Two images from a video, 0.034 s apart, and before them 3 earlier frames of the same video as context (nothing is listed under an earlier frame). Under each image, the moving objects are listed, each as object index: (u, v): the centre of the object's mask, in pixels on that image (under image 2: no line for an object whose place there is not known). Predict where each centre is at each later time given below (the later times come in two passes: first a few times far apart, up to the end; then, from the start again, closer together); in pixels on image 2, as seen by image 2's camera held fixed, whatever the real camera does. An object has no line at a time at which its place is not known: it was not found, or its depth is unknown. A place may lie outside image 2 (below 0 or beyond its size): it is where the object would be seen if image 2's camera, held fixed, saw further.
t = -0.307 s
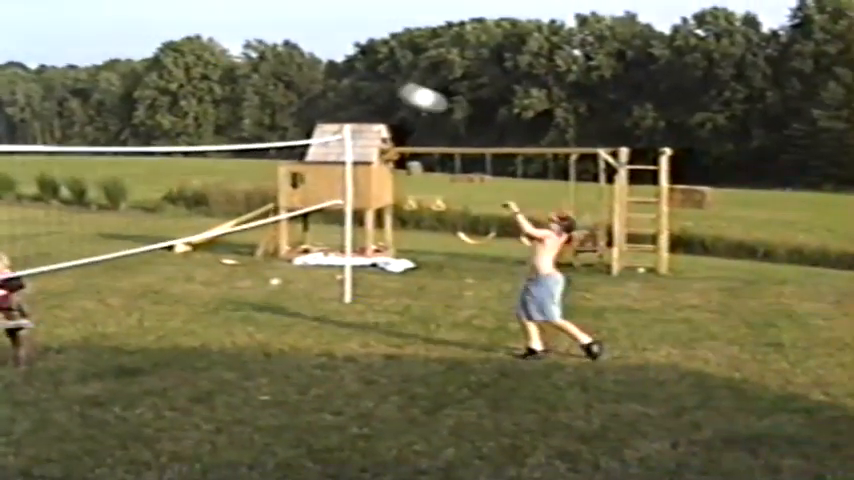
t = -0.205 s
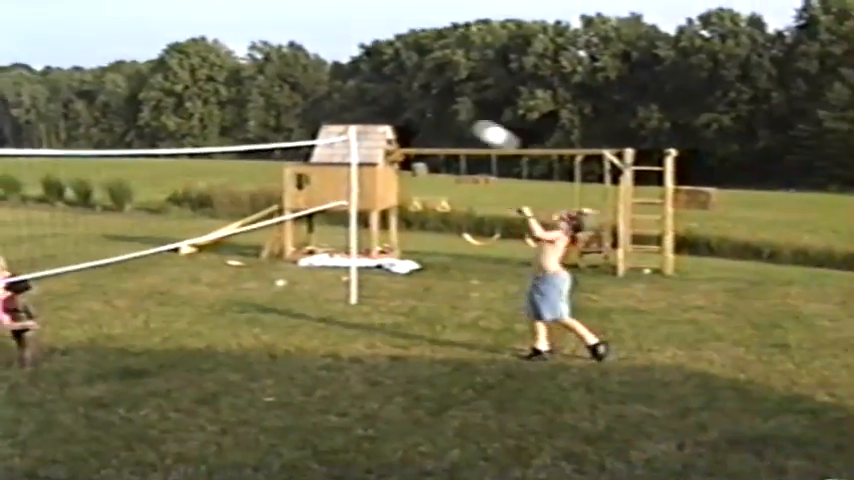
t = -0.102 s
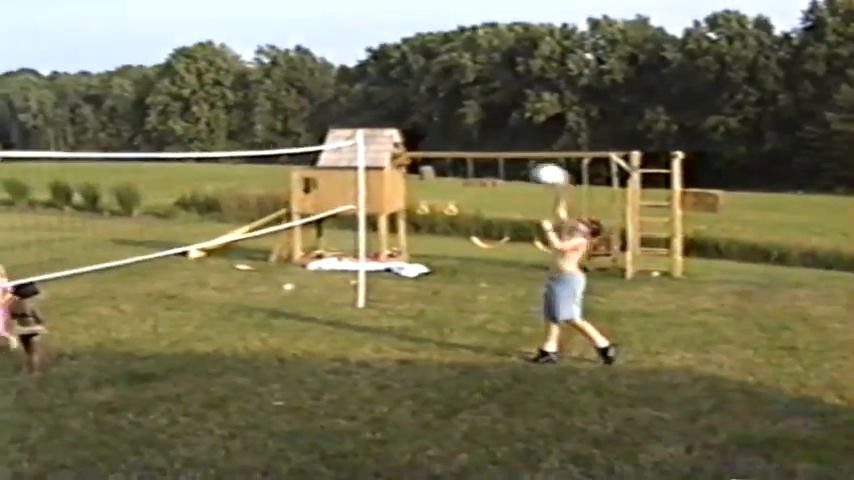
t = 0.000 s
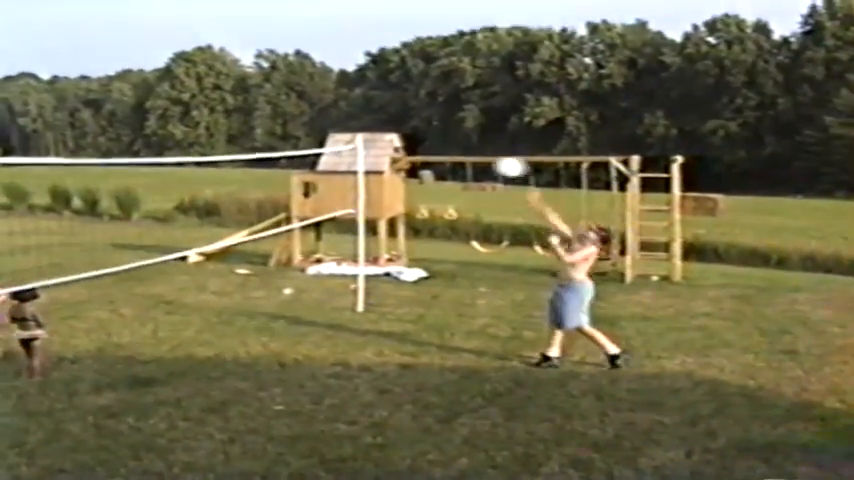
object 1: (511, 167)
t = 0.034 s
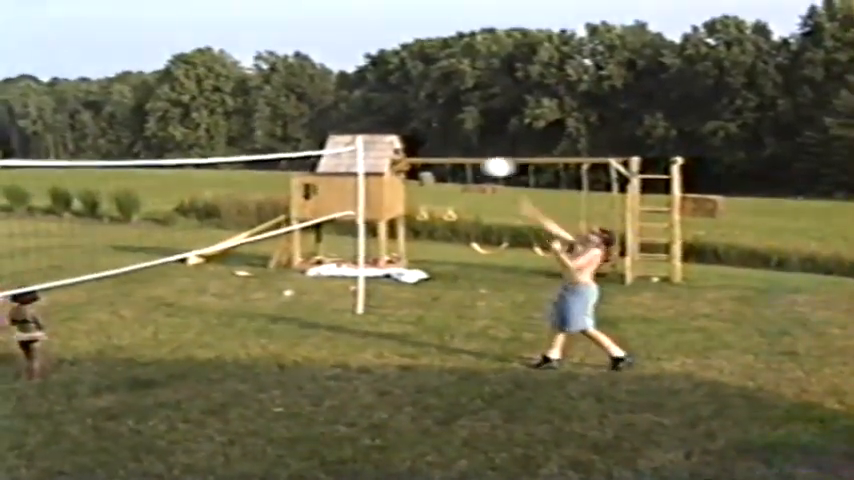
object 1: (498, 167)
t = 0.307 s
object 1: (414, 188)
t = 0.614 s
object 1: (337, 277)
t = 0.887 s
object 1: (298, 298)
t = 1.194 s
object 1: (267, 298)
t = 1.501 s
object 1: (244, 299)
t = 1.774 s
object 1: (231, 295)
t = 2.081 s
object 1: (225, 291)
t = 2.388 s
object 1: (225, 287)
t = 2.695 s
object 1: (227, 284)
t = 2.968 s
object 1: (231, 282)
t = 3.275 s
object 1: (230, 281)
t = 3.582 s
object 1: (231, 280)
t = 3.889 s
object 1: (231, 281)
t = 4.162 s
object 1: (231, 281)
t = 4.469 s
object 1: (231, 280)
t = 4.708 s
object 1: (231, 281)
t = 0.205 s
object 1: (441, 174)
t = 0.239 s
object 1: (432, 177)
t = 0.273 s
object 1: (423, 182)
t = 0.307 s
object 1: (414, 188)
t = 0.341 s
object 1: (404, 195)
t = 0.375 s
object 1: (394, 203)
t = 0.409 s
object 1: (384, 211)
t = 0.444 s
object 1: (377, 220)
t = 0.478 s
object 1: (367, 230)
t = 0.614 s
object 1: (337, 277)
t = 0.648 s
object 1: (331, 288)
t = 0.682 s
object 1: (325, 300)
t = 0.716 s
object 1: (318, 312)
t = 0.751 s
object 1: (312, 316)
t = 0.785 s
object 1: (308, 311)
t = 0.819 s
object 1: (304, 306)
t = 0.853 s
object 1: (301, 301)
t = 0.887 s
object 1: (298, 298)
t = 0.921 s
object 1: (294, 294)
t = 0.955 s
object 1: (289, 292)
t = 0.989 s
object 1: (286, 291)
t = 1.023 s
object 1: (283, 290)
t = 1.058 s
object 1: (280, 291)
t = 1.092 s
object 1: (278, 292)
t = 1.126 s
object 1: (275, 293)
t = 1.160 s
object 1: (271, 295)
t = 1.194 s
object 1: (267, 298)
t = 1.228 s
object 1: (265, 302)
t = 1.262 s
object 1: (263, 305)
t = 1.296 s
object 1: (259, 304)
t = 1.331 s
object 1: (257, 302)
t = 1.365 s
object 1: (255, 300)
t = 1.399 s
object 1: (249, 299)
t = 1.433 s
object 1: (247, 299)
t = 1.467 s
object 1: (246, 299)
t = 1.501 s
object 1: (244, 299)
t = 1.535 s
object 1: (242, 299)
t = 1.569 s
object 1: (239, 298)
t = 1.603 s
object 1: (238, 297)
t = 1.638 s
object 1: (236, 297)
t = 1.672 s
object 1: (234, 296)
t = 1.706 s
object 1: (233, 296)
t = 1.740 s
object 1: (232, 296)
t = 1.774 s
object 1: (231, 295)
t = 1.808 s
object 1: (230, 294)
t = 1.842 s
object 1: (227, 292)
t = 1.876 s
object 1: (229, 291)
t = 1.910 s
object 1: (228, 291)
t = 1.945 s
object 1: (226, 291)
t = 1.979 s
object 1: (226, 290)
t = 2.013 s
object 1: (226, 290)
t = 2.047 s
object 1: (226, 290)
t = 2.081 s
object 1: (225, 291)
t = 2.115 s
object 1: (225, 289)
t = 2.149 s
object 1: (224, 289)
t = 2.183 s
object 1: (224, 288)
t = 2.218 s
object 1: (223, 288)
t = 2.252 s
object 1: (224, 288)
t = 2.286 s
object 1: (224, 288)
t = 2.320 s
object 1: (224, 288)
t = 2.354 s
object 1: (224, 288)
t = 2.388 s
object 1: (225, 287)
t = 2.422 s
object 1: (225, 286)
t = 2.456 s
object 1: (224, 286)
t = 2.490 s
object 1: (225, 286)
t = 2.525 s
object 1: (226, 286)
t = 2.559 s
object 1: (225, 286)
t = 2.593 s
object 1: (226, 285)
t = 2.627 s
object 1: (226, 285)
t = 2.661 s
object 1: (227, 284)
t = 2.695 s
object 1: (227, 284)
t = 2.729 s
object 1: (228, 283)
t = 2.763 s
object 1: (228, 283)
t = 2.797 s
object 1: (228, 283)
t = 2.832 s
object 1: (229, 283)
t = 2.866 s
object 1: (229, 283)
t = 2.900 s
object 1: (230, 282)
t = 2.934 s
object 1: (230, 282)
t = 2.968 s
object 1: (231, 282)
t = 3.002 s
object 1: (230, 282)
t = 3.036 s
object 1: (231, 283)
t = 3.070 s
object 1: (230, 283)
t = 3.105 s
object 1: (231, 282)
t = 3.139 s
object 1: (230, 282)
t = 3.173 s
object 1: (231, 282)
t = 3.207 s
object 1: (231, 282)
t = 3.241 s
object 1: (230, 282)
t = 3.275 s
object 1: (230, 281)
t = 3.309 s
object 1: (231, 281)
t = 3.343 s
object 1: (230, 281)
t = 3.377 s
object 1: (231, 281)
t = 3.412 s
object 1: (231, 281)
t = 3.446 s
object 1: (231, 281)
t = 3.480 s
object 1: (231, 280)
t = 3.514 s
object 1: (231, 281)
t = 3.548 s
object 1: (231, 281)
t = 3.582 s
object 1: (231, 280)
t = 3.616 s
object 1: (231, 280)
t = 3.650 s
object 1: (231, 280)
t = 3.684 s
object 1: (231, 281)
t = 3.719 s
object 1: (231, 281)
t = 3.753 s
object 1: (232, 281)
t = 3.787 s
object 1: (231, 281)
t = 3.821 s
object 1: (231, 281)
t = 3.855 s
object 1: (232, 281)
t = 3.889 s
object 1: (231, 281)
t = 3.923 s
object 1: (232, 281)
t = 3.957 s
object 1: (232, 281)
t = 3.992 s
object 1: (231, 281)
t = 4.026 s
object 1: (231, 281)
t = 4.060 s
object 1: (232, 280)
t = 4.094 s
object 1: (231, 280)
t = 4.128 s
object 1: (232, 280)
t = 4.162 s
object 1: (231, 281)
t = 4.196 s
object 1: (232, 281)
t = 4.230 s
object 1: (231, 281)
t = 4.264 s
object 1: (232, 281)
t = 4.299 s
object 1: (232, 281)
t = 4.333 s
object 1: (232, 281)
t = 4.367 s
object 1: (231, 281)
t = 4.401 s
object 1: (231, 281)
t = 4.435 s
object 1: (231, 280)
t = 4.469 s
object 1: (231, 280)
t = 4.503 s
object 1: (231, 280)
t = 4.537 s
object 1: (231, 280)
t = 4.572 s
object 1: (232, 280)
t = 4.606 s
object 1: (231, 281)
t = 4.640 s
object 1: (232, 280)
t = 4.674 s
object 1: (232, 280)
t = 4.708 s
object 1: (231, 281)
